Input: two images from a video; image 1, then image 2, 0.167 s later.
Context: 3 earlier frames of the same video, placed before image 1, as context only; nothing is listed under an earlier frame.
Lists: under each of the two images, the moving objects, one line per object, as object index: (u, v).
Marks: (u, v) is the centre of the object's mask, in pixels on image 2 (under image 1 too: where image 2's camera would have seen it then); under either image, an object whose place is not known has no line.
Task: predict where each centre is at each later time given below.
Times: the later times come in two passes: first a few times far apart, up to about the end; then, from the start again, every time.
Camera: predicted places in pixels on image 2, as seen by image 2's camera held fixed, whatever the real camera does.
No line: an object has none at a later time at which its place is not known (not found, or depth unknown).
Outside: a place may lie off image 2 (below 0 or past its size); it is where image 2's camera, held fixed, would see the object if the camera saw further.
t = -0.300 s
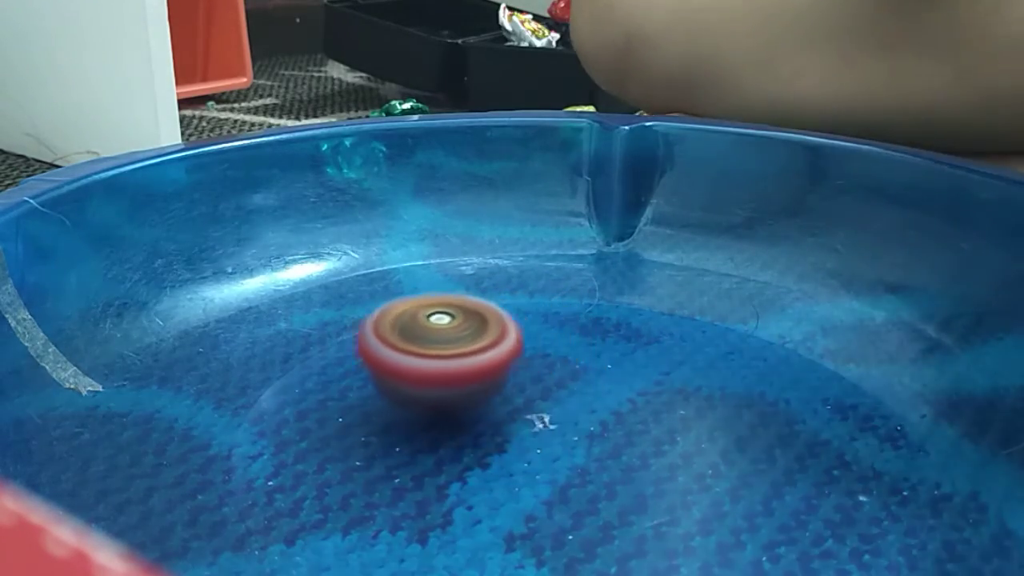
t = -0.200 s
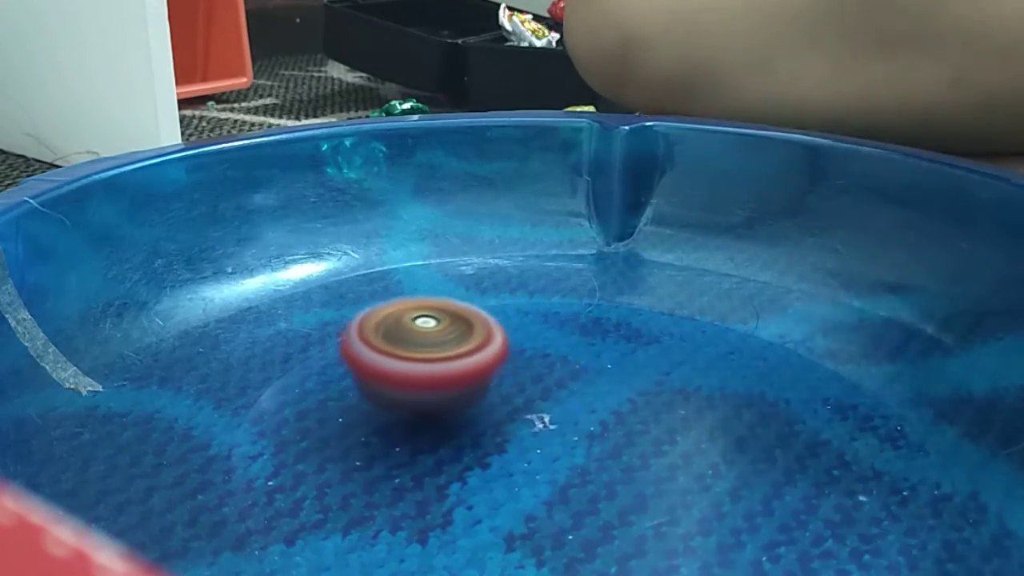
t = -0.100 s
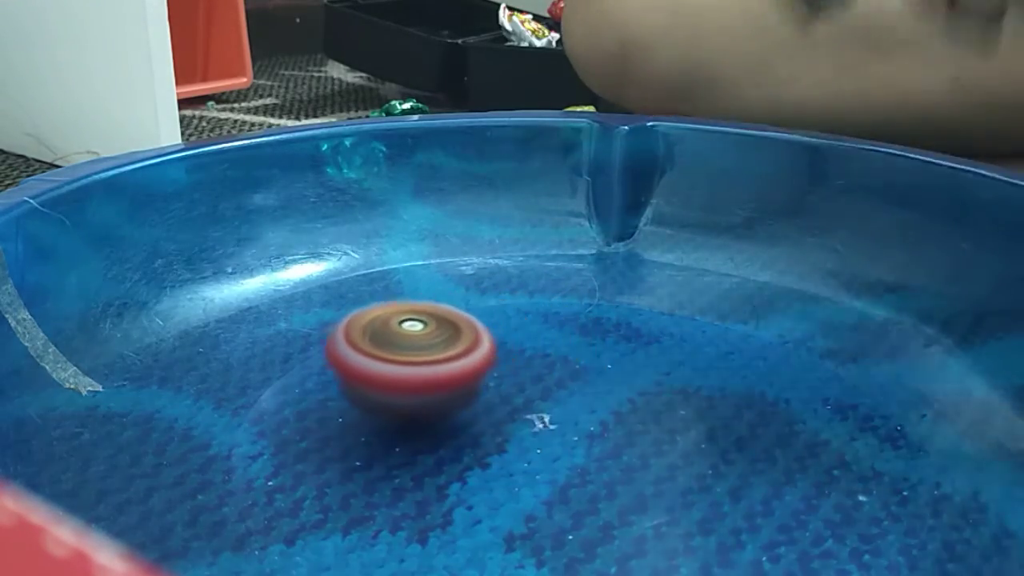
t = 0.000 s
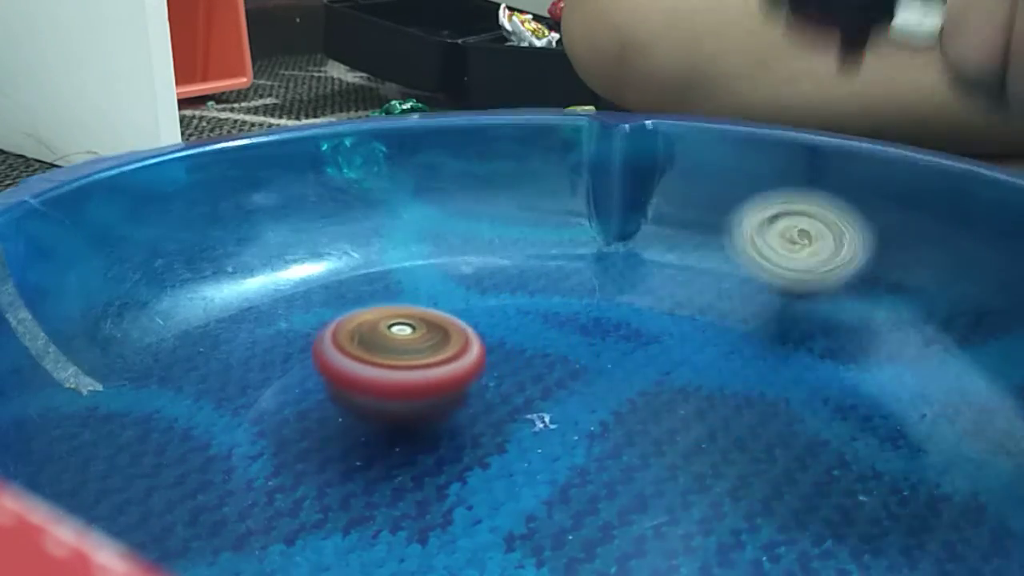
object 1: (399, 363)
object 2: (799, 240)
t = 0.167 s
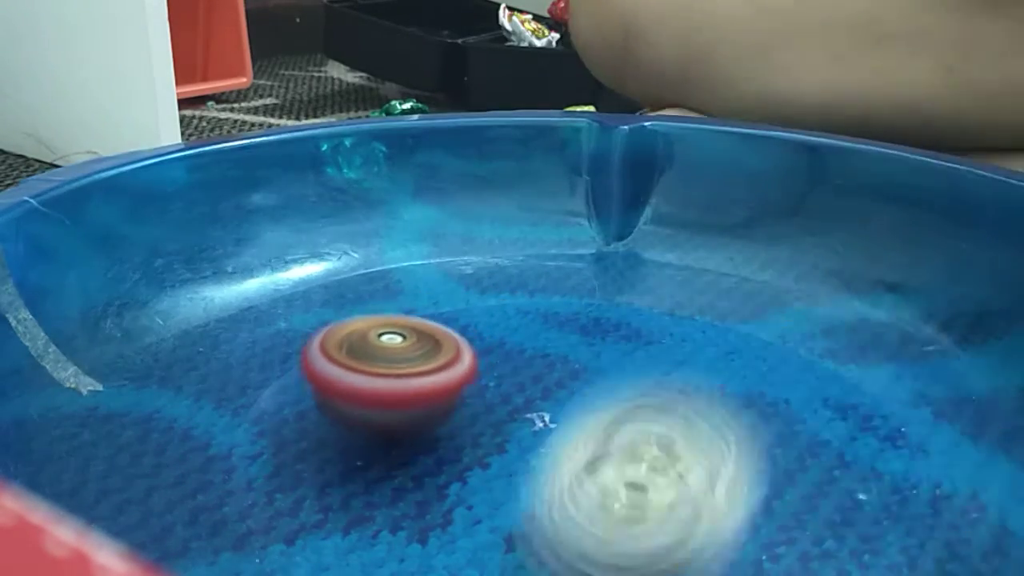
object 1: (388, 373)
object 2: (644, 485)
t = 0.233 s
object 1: (386, 377)
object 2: (591, 527)
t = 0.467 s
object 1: (397, 393)
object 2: (849, 477)
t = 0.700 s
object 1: (412, 404)
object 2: (898, 281)
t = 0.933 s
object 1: (420, 407)
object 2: (762, 254)
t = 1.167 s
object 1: (419, 404)
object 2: (730, 341)
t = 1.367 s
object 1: (412, 396)
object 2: (802, 497)
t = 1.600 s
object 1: (393, 388)
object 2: (923, 540)
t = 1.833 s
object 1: (367, 382)
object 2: (858, 489)
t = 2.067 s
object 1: (336, 384)
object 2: (507, 460)
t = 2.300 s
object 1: (306, 372)
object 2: (201, 486)
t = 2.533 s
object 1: (289, 381)
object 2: (375, 536)
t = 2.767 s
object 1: (289, 387)
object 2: (532, 451)
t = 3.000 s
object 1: (302, 394)
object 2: (509, 327)
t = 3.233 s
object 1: (324, 398)
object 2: (518, 255)
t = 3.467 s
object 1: (350, 397)
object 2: (431, 224)
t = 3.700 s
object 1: (366, 391)
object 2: (395, 286)
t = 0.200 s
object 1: (387, 375)
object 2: (601, 518)
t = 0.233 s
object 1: (386, 377)
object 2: (591, 527)
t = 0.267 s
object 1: (386, 380)
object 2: (661, 497)
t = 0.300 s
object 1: (388, 382)
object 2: (732, 491)
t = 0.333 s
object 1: (389, 384)
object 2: (807, 507)
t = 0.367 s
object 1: (390, 386)
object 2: (861, 533)
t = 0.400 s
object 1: (392, 388)
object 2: (861, 531)
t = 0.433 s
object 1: (395, 391)
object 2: (852, 507)
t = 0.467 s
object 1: (397, 393)
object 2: (849, 477)
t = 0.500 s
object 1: (399, 395)
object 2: (845, 434)
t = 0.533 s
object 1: (401, 396)
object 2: (849, 394)
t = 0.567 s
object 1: (403, 398)
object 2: (855, 365)
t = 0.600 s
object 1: (406, 400)
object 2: (865, 341)
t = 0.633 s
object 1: (408, 401)
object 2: (876, 320)
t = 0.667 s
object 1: (410, 403)
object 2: (887, 300)
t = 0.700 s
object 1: (412, 404)
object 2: (898, 281)
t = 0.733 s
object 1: (415, 404)
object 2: (905, 266)
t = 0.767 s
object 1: (416, 406)
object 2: (900, 253)
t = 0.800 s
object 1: (418, 405)
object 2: (883, 246)
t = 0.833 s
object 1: (419, 406)
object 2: (853, 243)
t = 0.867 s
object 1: (419, 406)
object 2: (821, 242)
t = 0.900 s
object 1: (420, 406)
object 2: (790, 246)
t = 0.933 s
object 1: (420, 407)
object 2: (762, 254)
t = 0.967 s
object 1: (420, 407)
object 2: (740, 267)
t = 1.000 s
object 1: (421, 407)
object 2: (723, 276)
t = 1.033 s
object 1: (421, 406)
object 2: (712, 285)
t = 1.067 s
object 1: (420, 406)
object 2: (708, 296)
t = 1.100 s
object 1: (420, 406)
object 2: (710, 308)
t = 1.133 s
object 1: (419, 405)
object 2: (719, 324)
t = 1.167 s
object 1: (419, 404)
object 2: (730, 341)
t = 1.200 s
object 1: (418, 402)
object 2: (742, 362)
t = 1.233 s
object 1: (417, 401)
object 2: (753, 383)
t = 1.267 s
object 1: (415, 400)
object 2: (765, 409)
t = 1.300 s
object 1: (414, 399)
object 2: (776, 436)
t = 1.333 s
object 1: (413, 397)
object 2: (788, 465)
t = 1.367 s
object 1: (412, 396)
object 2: (802, 497)
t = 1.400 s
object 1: (410, 395)
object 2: (815, 519)
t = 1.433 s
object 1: (407, 394)
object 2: (831, 531)
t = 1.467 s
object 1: (404, 393)
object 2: (853, 538)
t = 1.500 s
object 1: (401, 392)
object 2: (876, 543)
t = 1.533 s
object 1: (399, 391)
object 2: (896, 544)
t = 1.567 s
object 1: (396, 389)
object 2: (912, 543)
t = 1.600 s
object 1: (393, 388)
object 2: (923, 540)
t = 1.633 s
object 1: (389, 387)
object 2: (931, 536)
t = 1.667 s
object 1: (385, 386)
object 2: (938, 530)
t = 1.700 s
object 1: (382, 386)
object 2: (941, 521)
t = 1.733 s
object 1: (378, 385)
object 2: (938, 514)
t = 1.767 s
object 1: (375, 384)
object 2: (926, 508)
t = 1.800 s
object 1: (371, 383)
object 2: (902, 501)
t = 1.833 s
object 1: (367, 382)
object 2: (858, 489)
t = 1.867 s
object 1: (362, 382)
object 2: (812, 478)
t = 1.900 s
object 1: (358, 382)
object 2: (771, 471)
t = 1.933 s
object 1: (353, 382)
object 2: (724, 470)
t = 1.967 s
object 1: (349, 382)
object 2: (674, 467)
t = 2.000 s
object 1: (345, 383)
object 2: (620, 465)
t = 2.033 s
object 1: (341, 384)
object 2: (565, 468)
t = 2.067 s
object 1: (336, 384)
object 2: (507, 460)
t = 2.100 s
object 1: (328, 378)
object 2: (454, 458)
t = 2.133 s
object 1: (324, 369)
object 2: (396, 457)
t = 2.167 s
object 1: (320, 364)
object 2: (349, 462)
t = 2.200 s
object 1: (316, 362)
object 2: (300, 469)
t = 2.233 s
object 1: (313, 365)
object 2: (255, 474)
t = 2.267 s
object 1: (310, 368)
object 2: (221, 477)
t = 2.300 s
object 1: (306, 372)
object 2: (201, 486)
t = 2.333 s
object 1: (302, 374)
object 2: (195, 492)
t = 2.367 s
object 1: (299, 377)
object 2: (200, 502)
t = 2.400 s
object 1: (296, 379)
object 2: (214, 511)
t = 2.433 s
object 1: (293, 381)
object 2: (237, 520)
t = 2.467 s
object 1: (292, 380)
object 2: (273, 529)
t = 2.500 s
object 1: (290, 380)
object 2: (317, 535)
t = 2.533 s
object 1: (289, 381)
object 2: (375, 536)
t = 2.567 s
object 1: (288, 382)
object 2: (432, 534)
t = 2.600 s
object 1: (288, 383)
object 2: (475, 527)
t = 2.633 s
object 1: (287, 384)
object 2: (513, 514)
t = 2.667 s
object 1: (287, 384)
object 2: (533, 501)
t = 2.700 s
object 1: (287, 385)
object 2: (541, 488)
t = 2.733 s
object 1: (288, 386)
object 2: (539, 470)
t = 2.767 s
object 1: (289, 387)
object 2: (532, 451)
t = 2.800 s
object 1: (289, 387)
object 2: (525, 428)
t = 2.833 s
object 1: (291, 388)
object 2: (519, 406)
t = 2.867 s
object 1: (292, 389)
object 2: (515, 387)
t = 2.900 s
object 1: (294, 391)
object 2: (513, 371)
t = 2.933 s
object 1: (297, 392)
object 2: (511, 355)
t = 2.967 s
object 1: (299, 393)
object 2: (509, 340)
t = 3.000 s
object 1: (302, 394)
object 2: (509, 327)
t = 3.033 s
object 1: (305, 395)
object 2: (509, 314)
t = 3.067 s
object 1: (308, 396)
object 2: (509, 303)
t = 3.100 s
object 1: (311, 397)
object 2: (510, 291)
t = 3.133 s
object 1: (314, 397)
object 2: (512, 281)
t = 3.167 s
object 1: (318, 398)
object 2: (514, 272)
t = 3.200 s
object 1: (321, 398)
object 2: (516, 264)
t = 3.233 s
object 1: (324, 398)
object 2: (518, 255)
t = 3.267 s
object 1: (329, 398)
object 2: (517, 244)
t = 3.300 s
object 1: (332, 398)
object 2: (511, 234)
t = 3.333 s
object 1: (336, 399)
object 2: (501, 227)
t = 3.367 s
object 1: (340, 399)
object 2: (486, 222)
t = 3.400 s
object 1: (343, 399)
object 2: (469, 221)
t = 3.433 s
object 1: (345, 398)
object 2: (451, 221)
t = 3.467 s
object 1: (350, 397)
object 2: (431, 224)
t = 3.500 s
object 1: (352, 396)
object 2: (413, 229)
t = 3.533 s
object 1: (355, 396)
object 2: (399, 237)
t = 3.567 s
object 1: (358, 395)
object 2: (388, 248)
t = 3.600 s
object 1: (360, 394)
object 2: (382, 261)
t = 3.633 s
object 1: (362, 394)
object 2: (383, 274)
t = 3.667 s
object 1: (364, 392)
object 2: (388, 281)
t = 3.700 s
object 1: (366, 391)
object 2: (395, 286)
